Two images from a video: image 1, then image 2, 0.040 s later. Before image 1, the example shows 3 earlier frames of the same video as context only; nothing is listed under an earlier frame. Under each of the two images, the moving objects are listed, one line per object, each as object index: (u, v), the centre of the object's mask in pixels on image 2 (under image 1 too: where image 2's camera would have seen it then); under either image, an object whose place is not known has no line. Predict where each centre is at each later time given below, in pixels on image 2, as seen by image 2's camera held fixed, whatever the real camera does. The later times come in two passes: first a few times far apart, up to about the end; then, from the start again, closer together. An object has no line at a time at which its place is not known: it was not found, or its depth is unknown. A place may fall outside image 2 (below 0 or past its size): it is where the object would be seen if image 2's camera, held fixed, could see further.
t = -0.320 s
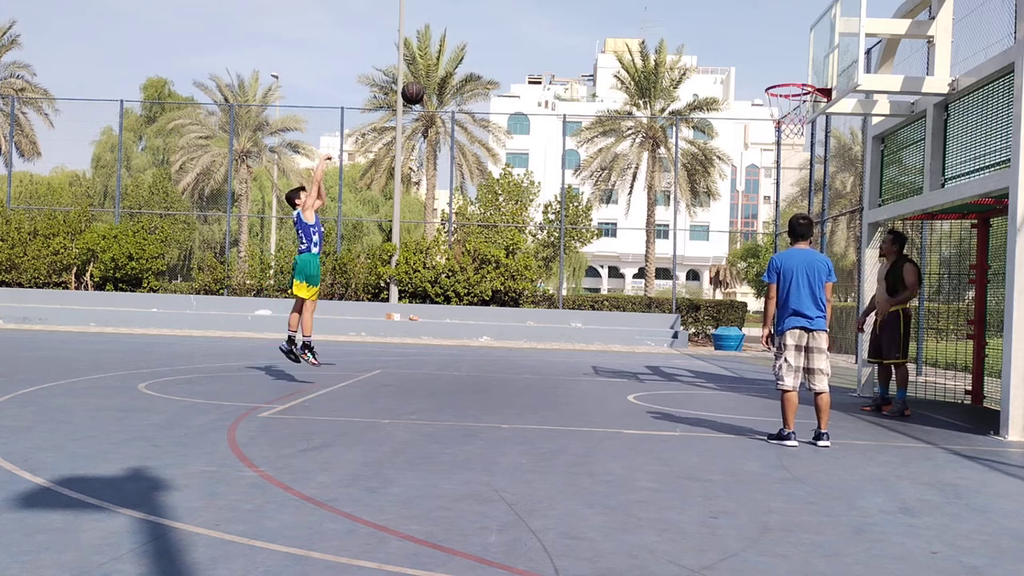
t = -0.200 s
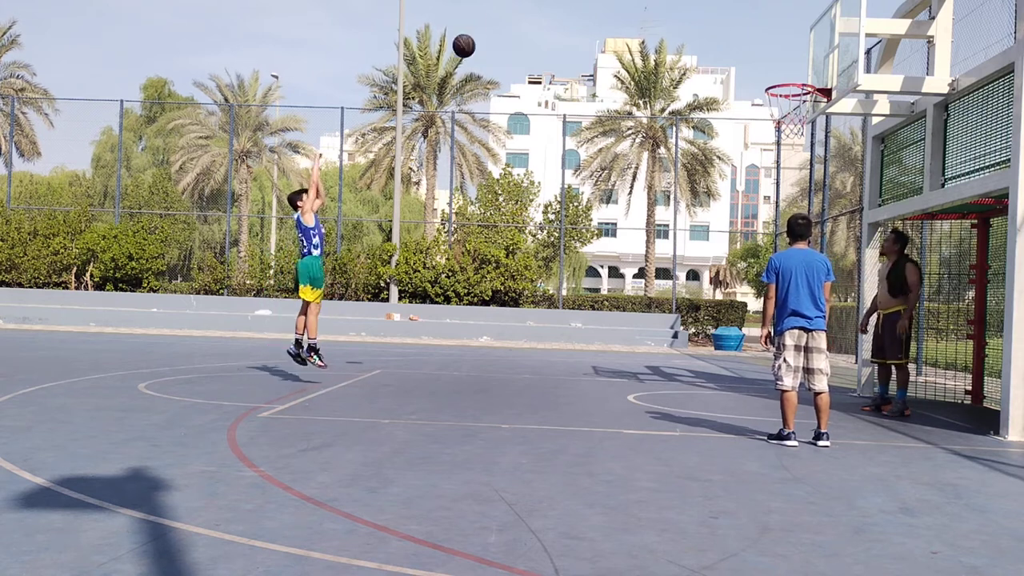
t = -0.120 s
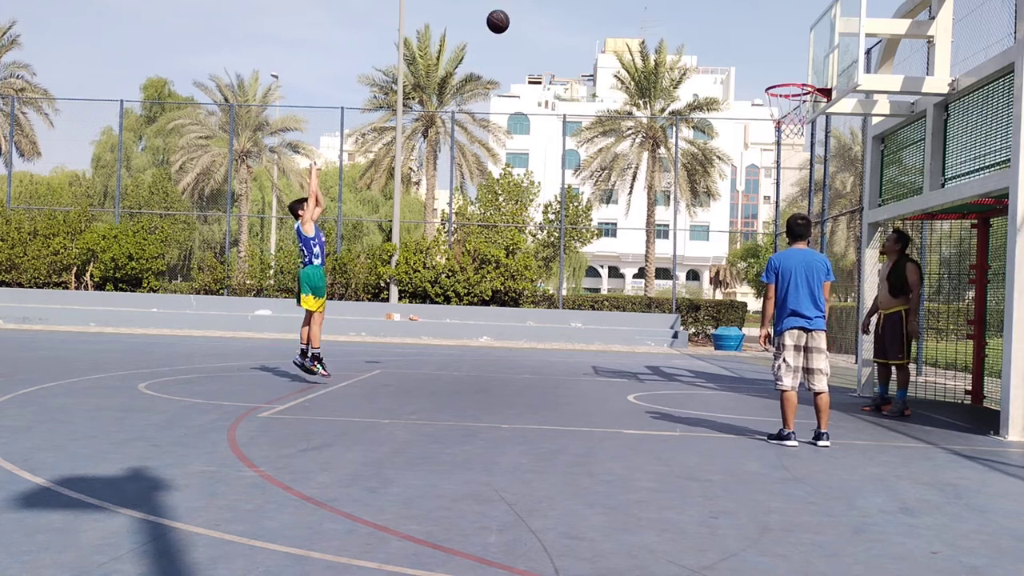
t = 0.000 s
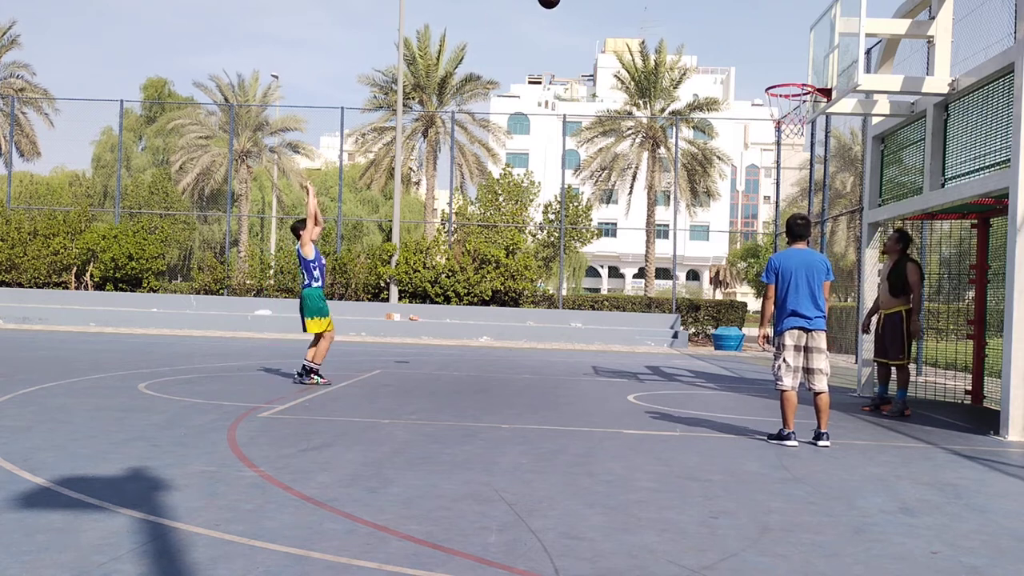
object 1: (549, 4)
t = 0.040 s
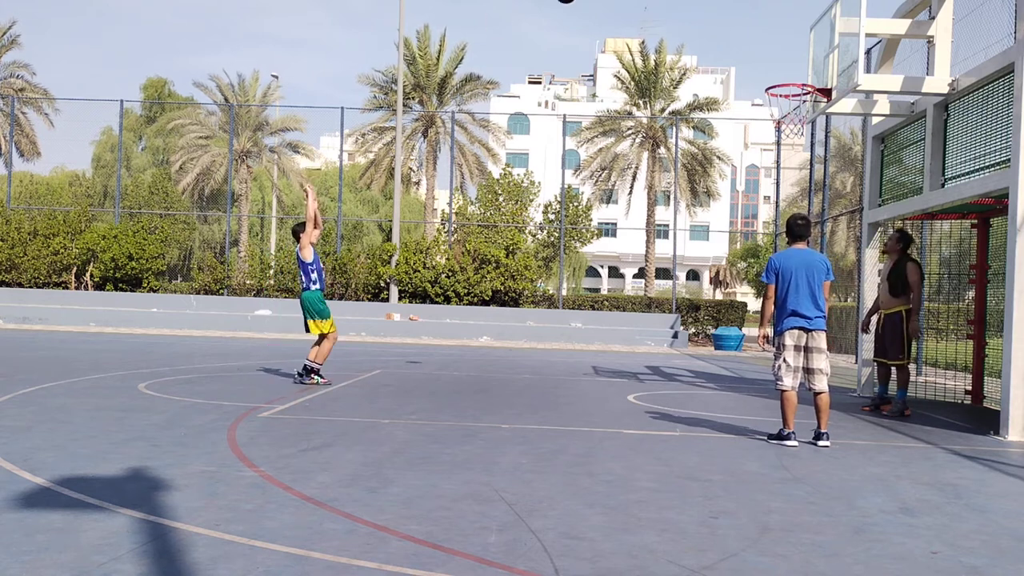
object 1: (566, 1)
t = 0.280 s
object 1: (666, 2)
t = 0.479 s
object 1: (749, 37)
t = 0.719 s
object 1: (767, 108)
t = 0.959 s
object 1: (767, 139)
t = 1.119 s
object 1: (769, 188)
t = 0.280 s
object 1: (666, 2)
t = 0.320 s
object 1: (683, 5)
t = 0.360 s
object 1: (700, 8)
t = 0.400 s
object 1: (716, 14)
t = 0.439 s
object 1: (733, 25)
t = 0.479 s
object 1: (749, 37)
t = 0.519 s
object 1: (766, 50)
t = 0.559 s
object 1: (782, 66)
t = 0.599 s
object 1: (798, 82)
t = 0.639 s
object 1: (791, 95)
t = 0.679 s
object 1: (773, 101)
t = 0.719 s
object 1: (767, 108)
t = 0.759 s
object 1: (765, 112)
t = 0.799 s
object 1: (764, 115)
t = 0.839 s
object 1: (765, 119)
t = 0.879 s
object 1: (766, 124)
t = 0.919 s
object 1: (766, 131)
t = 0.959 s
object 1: (767, 139)
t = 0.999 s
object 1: (767, 149)
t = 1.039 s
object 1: (768, 161)
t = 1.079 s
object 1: (768, 173)
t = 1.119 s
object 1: (769, 188)
